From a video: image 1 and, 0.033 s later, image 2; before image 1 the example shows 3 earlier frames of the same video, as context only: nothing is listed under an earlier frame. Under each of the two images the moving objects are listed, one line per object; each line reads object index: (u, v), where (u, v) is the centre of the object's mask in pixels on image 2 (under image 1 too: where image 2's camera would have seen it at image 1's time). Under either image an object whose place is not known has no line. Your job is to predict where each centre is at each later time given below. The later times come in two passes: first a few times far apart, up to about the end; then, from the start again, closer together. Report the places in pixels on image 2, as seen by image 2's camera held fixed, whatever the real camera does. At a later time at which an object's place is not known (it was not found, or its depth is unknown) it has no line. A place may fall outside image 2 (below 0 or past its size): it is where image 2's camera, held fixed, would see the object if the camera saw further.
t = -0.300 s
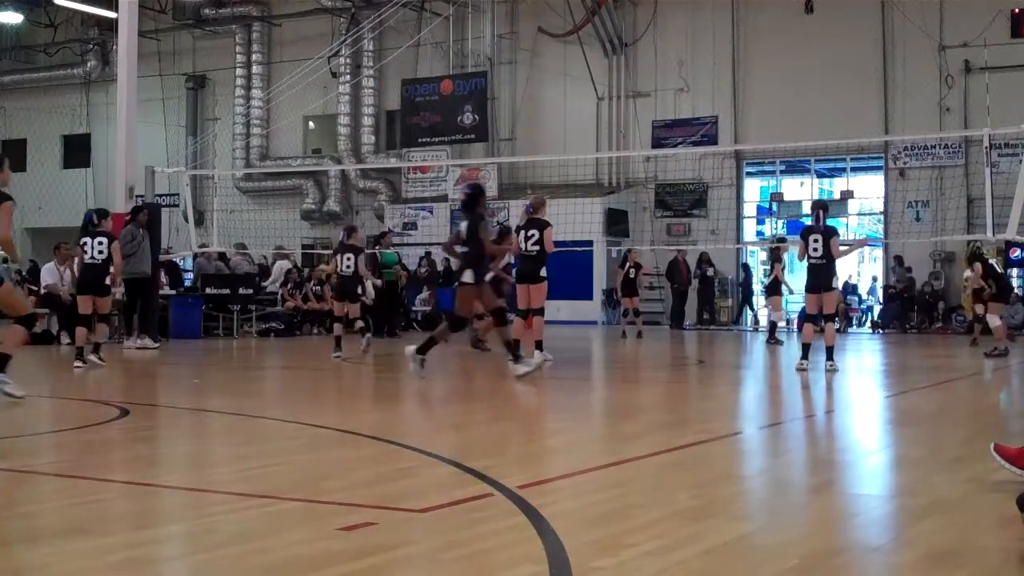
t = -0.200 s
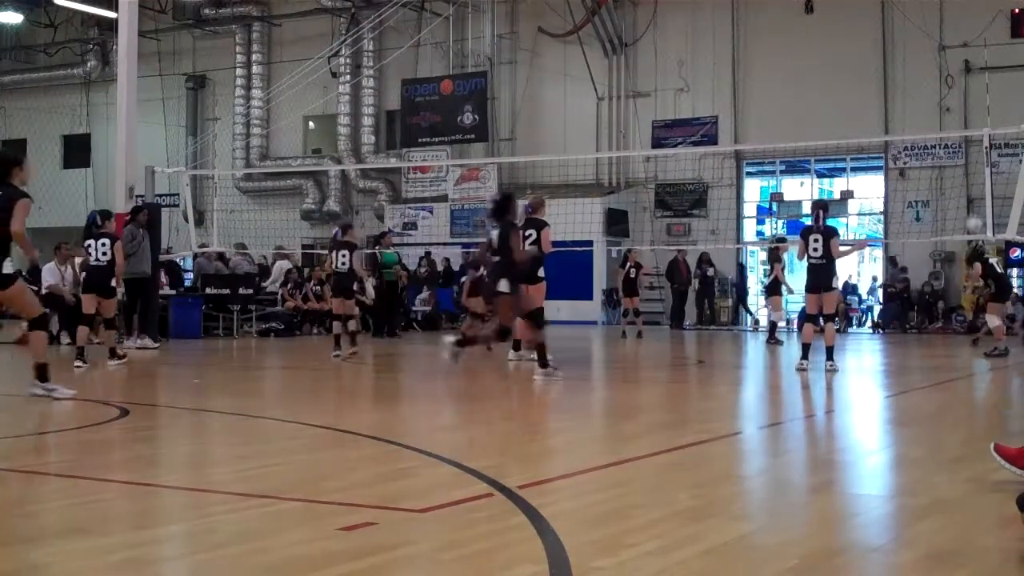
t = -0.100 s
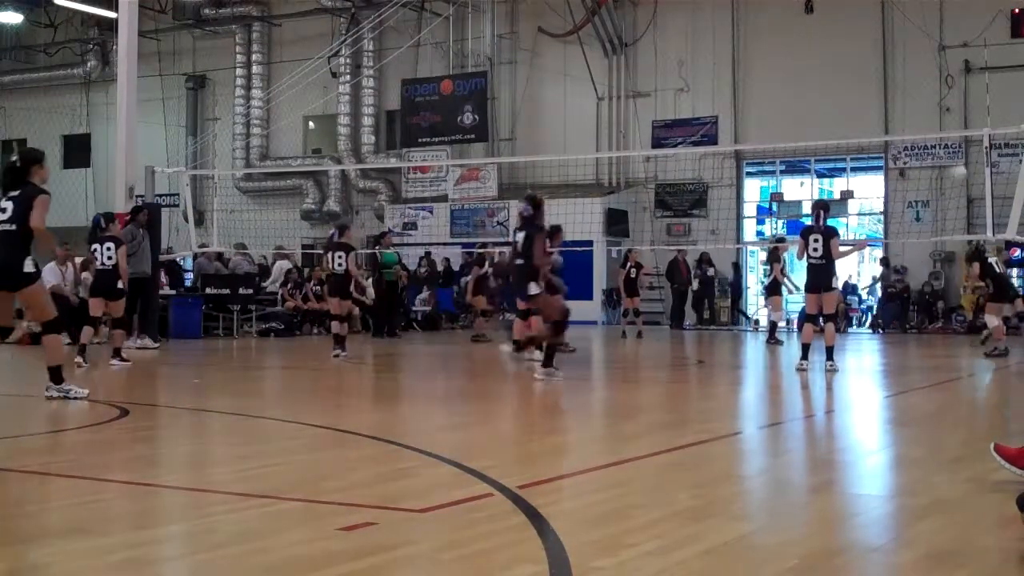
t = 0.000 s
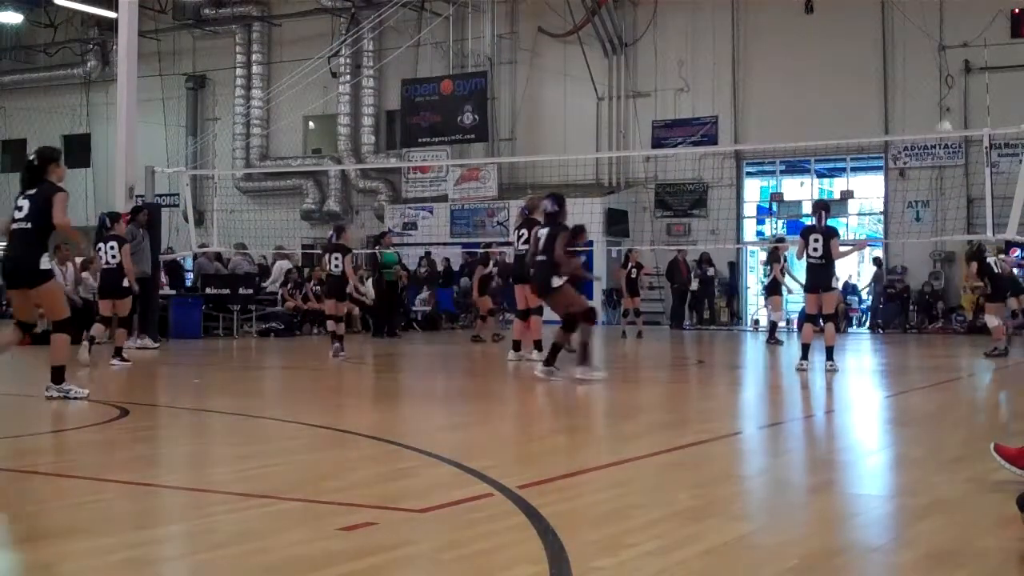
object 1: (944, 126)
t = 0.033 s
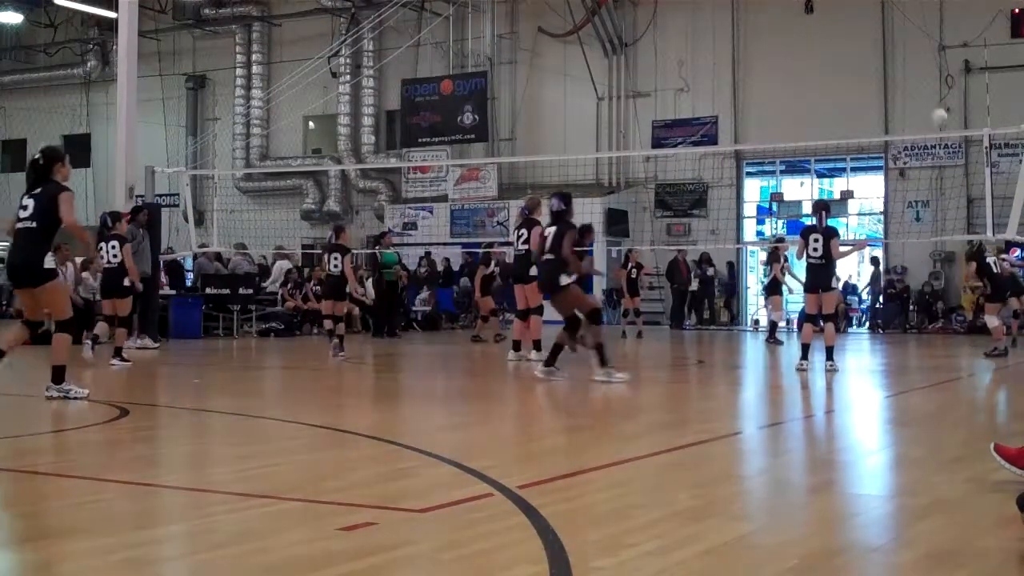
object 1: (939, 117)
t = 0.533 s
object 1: (870, 22)
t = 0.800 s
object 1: (835, 44)
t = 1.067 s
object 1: (802, 111)
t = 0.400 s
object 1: (887, 31)
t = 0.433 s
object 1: (883, 28)
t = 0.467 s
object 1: (879, 26)
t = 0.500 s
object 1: (874, 23)
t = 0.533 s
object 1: (870, 22)
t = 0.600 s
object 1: (861, 24)
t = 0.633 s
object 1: (856, 25)
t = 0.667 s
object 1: (852, 28)
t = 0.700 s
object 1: (848, 31)
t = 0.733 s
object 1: (843, 34)
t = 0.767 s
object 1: (839, 39)
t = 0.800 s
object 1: (835, 44)
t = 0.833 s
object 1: (831, 50)
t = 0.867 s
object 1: (826, 57)
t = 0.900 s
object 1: (822, 64)
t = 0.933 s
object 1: (818, 71)
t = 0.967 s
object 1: (815, 81)
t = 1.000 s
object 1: (810, 90)
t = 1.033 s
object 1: (806, 100)
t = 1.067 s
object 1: (802, 111)
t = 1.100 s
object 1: (798, 122)
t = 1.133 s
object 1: (795, 134)
